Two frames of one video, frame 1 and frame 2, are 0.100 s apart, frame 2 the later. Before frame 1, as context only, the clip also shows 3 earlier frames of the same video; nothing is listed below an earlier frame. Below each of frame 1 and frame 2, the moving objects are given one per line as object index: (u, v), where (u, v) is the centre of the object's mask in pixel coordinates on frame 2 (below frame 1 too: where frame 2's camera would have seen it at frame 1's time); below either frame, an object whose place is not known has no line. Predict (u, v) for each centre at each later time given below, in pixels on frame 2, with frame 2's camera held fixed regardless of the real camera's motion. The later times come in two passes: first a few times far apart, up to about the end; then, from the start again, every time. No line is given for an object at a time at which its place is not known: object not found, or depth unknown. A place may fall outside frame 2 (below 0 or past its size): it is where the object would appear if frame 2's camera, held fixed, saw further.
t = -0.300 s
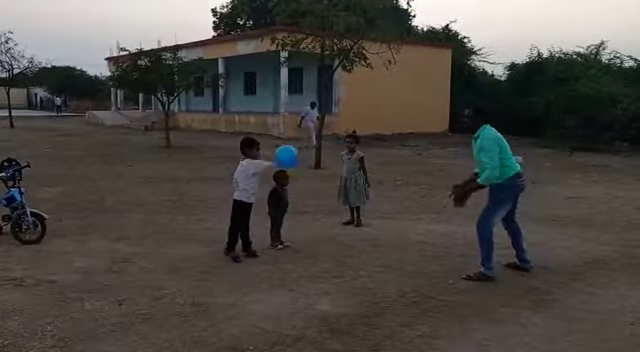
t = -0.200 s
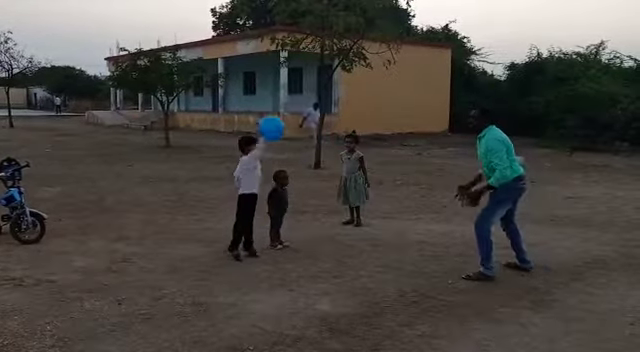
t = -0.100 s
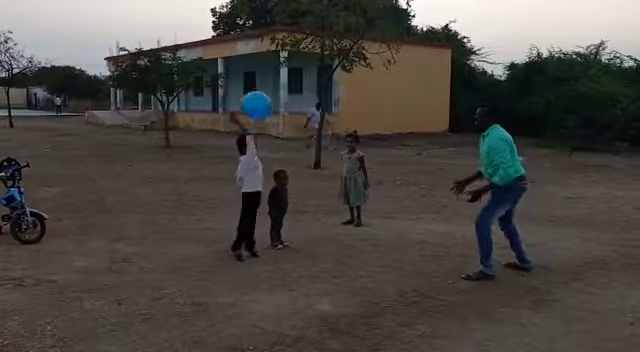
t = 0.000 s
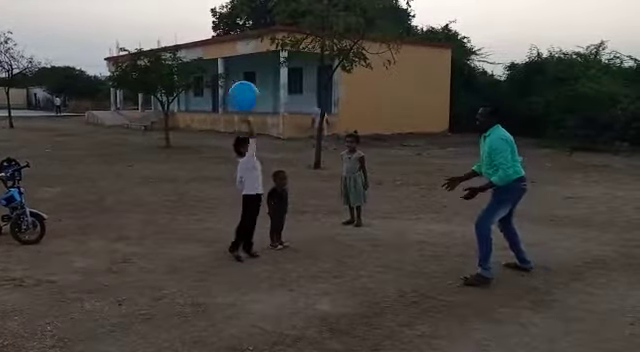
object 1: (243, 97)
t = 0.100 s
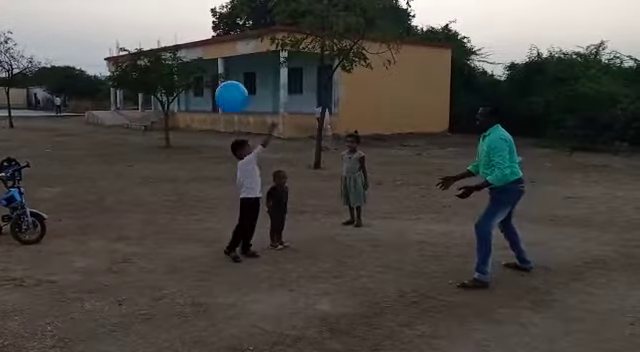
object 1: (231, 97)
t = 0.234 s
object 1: (219, 126)
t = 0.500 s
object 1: (203, 277)
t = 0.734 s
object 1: (197, 292)
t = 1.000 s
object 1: (198, 259)
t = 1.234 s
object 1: (224, 335)
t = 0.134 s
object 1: (226, 102)
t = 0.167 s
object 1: (224, 109)
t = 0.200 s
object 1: (221, 117)
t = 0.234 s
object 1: (219, 126)
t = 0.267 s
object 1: (215, 136)
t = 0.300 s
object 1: (210, 151)
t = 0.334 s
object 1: (209, 167)
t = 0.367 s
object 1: (207, 186)
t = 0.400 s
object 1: (206, 205)
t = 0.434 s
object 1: (205, 227)
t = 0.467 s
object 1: (204, 250)
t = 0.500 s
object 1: (203, 277)
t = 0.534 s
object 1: (203, 305)
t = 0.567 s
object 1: (204, 333)
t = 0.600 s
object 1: (203, 339)
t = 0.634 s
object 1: (203, 330)
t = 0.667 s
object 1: (200, 315)
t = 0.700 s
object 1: (199, 303)
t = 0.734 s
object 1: (197, 292)
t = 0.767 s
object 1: (196, 282)
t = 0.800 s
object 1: (194, 274)
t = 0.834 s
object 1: (193, 267)
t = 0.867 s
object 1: (192, 263)
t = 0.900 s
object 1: (194, 260)
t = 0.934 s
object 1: (195, 258)
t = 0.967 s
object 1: (196, 257)
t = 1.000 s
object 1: (198, 259)
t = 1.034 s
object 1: (200, 262)
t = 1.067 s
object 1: (204, 267)
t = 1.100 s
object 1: (209, 276)
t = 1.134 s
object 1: (213, 288)
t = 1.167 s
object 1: (217, 302)
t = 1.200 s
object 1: (221, 320)
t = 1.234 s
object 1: (224, 335)
